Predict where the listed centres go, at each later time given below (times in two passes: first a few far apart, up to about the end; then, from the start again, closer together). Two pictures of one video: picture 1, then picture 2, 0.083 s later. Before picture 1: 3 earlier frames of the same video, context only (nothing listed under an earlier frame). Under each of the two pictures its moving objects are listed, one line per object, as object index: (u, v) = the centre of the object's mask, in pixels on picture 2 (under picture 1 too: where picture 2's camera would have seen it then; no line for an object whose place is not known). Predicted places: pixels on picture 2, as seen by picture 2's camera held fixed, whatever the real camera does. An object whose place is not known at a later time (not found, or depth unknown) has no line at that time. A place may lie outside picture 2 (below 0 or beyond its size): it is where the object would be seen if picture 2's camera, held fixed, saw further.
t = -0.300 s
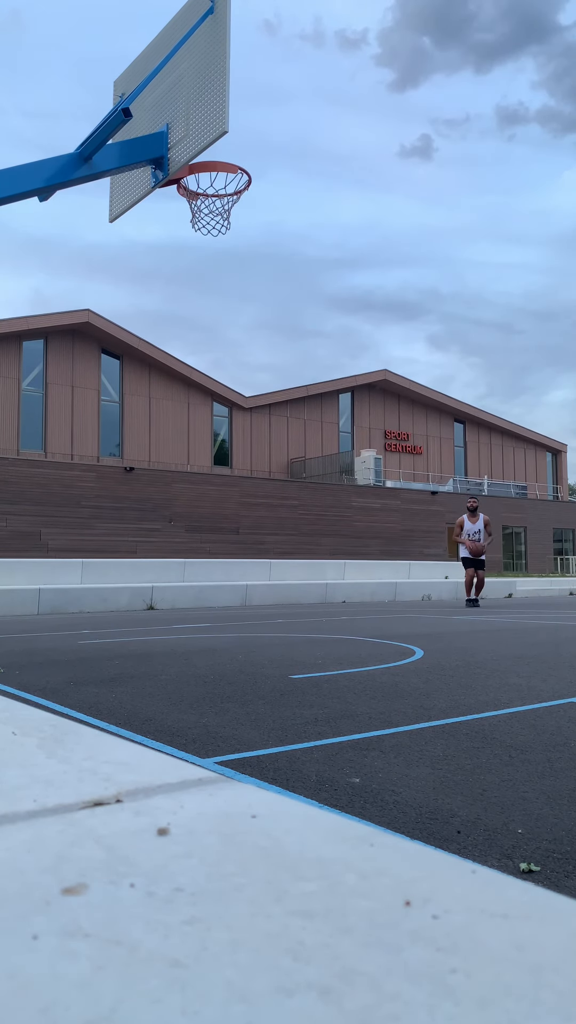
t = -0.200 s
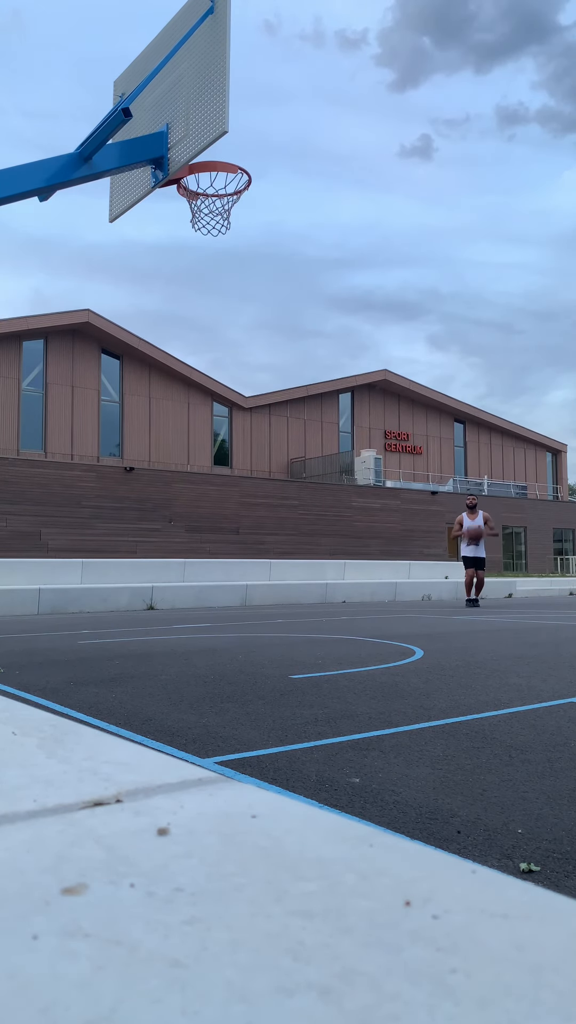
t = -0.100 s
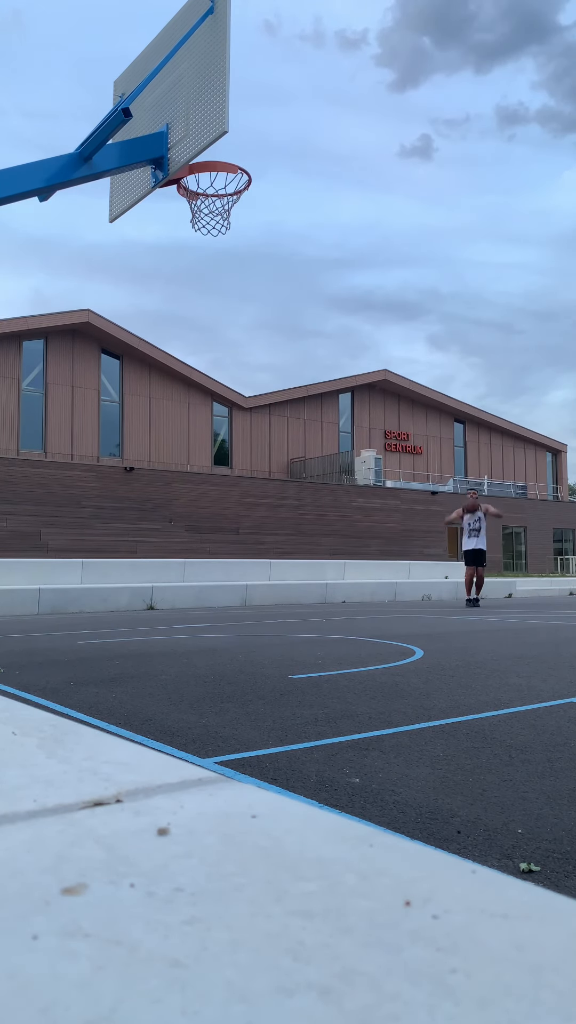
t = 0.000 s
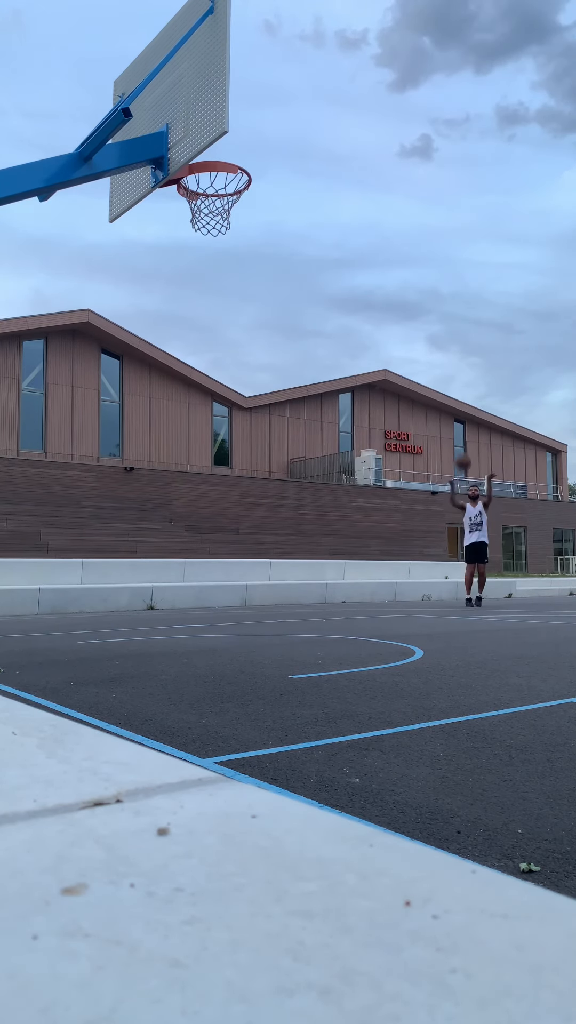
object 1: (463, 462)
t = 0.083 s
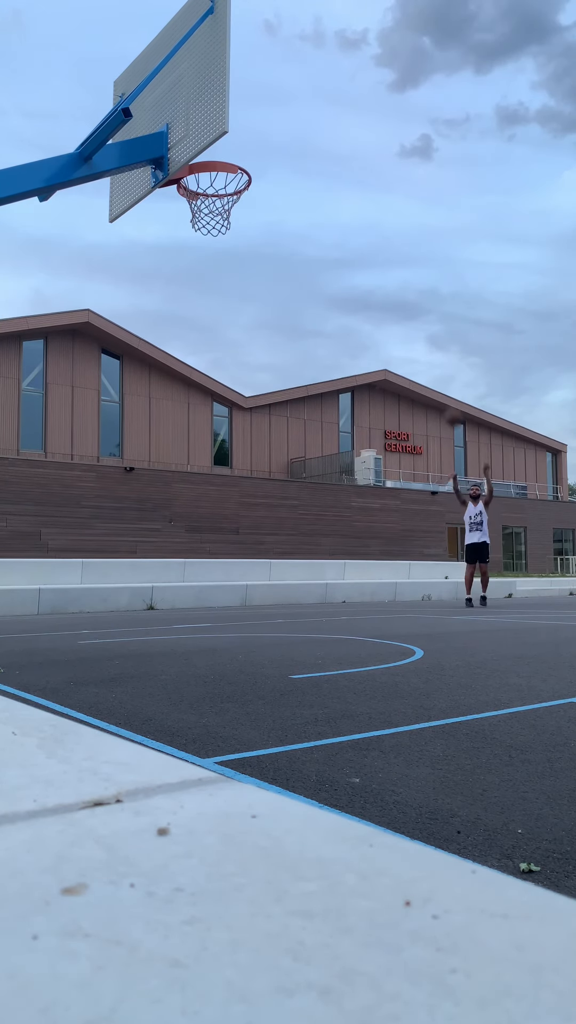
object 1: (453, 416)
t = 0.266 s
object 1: (430, 327)
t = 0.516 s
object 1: (393, 224)
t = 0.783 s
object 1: (345, 149)
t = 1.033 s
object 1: (286, 128)
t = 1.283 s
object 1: (204, 184)
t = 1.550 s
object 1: (231, 211)
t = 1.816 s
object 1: (203, 309)
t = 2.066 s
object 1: (178, 477)
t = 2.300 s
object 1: (158, 571)
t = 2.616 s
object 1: (140, 394)
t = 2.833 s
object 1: (124, 348)
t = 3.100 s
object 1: (110, 377)
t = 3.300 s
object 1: (99, 456)
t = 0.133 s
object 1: (447, 392)
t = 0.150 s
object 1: (445, 383)
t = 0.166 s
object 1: (443, 375)
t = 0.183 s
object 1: (441, 366)
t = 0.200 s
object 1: (438, 358)
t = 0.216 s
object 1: (436, 350)
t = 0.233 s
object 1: (434, 342)
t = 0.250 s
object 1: (432, 334)
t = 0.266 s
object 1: (430, 327)
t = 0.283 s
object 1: (428, 319)
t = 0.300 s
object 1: (425, 312)
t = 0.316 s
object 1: (423, 304)
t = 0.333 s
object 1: (421, 296)
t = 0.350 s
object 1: (418, 290)
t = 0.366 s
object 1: (416, 283)
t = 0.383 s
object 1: (414, 275)
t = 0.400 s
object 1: (411, 269)
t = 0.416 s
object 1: (408, 262)
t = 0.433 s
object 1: (406, 255)
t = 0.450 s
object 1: (404, 249)
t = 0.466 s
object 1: (401, 242)
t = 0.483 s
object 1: (398, 236)
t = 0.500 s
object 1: (396, 230)
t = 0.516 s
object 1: (393, 224)
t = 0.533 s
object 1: (391, 218)
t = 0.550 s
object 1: (388, 212)
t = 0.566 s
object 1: (385, 206)
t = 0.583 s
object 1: (382, 201)
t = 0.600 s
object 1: (380, 196)
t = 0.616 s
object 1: (377, 190)
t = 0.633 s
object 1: (374, 186)
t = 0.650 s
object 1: (371, 181)
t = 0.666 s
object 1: (368, 176)
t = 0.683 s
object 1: (365, 172)
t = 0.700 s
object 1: (362, 167)
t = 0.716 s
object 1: (358, 163)
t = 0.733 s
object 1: (355, 159)
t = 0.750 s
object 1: (352, 156)
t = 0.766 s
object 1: (349, 152)
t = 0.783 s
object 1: (345, 149)
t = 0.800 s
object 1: (342, 146)
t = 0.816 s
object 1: (338, 143)
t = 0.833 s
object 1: (334, 140)
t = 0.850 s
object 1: (331, 138)
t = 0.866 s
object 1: (327, 135)
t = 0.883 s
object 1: (323, 134)
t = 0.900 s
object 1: (319, 132)
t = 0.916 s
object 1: (316, 130)
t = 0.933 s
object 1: (312, 129)
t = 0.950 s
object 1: (308, 128)
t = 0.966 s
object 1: (303, 128)
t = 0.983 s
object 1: (299, 127)
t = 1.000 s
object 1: (295, 127)
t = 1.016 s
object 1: (291, 128)
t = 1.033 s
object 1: (286, 128)
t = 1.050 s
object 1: (282, 129)
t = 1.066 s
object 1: (277, 130)
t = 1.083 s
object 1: (272, 132)
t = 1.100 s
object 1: (267, 134)
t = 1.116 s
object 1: (262, 136)
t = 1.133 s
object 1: (257, 139)
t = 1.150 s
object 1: (251, 141)
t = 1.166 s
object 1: (246, 145)
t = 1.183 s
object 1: (240, 149)
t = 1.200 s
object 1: (235, 152)
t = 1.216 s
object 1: (229, 154)
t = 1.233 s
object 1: (222, 161)
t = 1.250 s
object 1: (217, 178)
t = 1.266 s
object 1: (211, 181)
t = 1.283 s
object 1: (204, 184)
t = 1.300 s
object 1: (198, 186)
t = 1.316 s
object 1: (197, 187)
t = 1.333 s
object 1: (206, 188)
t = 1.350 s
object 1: (213, 190)
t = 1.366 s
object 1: (220, 193)
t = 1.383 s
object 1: (227, 193)
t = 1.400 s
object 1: (233, 193)
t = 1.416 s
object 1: (238, 194)
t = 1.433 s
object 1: (239, 195)
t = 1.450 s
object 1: (239, 197)
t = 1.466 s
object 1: (238, 199)
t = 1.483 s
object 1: (237, 201)
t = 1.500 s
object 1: (235, 203)
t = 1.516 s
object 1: (234, 205)
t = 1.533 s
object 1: (233, 208)
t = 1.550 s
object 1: (231, 211)
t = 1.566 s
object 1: (229, 214)
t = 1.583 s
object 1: (228, 219)
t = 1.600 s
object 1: (226, 223)
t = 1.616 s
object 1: (224, 227)
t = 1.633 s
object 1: (222, 233)
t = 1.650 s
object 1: (221, 237)
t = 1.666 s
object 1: (218, 243)
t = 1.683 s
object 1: (217, 249)
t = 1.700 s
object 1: (215, 255)
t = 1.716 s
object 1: (213, 262)
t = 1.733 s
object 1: (212, 268)
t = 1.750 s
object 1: (210, 276)
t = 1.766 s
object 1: (208, 283)
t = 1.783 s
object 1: (206, 292)
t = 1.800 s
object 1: (205, 300)
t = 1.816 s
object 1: (203, 309)
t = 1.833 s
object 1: (201, 318)
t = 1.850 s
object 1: (199, 327)
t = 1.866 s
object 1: (198, 337)
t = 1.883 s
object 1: (196, 347)
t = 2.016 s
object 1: (183, 438)
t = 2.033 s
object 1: (182, 450)
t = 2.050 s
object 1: (180, 464)
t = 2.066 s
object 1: (178, 477)
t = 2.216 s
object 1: (163, 615)
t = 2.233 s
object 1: (161, 626)
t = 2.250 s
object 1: (160, 613)
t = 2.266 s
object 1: (159, 599)
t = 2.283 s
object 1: (159, 585)
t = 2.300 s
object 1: (158, 571)
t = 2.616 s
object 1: (140, 394)
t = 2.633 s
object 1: (139, 388)
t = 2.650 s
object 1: (138, 381)
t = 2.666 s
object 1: (137, 376)
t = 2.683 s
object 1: (135, 371)
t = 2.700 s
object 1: (134, 367)
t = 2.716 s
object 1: (133, 364)
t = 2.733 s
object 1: (132, 361)
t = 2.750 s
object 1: (131, 358)
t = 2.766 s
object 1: (130, 355)
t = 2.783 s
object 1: (129, 353)
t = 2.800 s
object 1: (129, 351)
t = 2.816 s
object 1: (127, 349)
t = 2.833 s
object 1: (124, 348)
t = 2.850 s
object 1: (124, 348)
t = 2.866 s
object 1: (123, 347)
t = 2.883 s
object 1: (123, 347)
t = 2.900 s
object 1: (122, 347)
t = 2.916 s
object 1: (121, 347)
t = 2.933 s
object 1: (120, 348)
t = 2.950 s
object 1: (119, 349)
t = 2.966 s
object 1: (118, 351)
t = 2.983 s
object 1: (117, 353)
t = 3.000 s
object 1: (117, 355)
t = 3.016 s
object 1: (116, 357)
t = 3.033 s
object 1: (115, 360)
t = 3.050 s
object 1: (114, 363)
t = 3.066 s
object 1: (113, 367)
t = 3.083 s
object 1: (112, 371)
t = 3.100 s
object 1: (110, 377)
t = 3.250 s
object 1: (102, 431)
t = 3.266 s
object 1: (101, 439)
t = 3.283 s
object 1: (100, 447)
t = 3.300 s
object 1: (99, 456)
